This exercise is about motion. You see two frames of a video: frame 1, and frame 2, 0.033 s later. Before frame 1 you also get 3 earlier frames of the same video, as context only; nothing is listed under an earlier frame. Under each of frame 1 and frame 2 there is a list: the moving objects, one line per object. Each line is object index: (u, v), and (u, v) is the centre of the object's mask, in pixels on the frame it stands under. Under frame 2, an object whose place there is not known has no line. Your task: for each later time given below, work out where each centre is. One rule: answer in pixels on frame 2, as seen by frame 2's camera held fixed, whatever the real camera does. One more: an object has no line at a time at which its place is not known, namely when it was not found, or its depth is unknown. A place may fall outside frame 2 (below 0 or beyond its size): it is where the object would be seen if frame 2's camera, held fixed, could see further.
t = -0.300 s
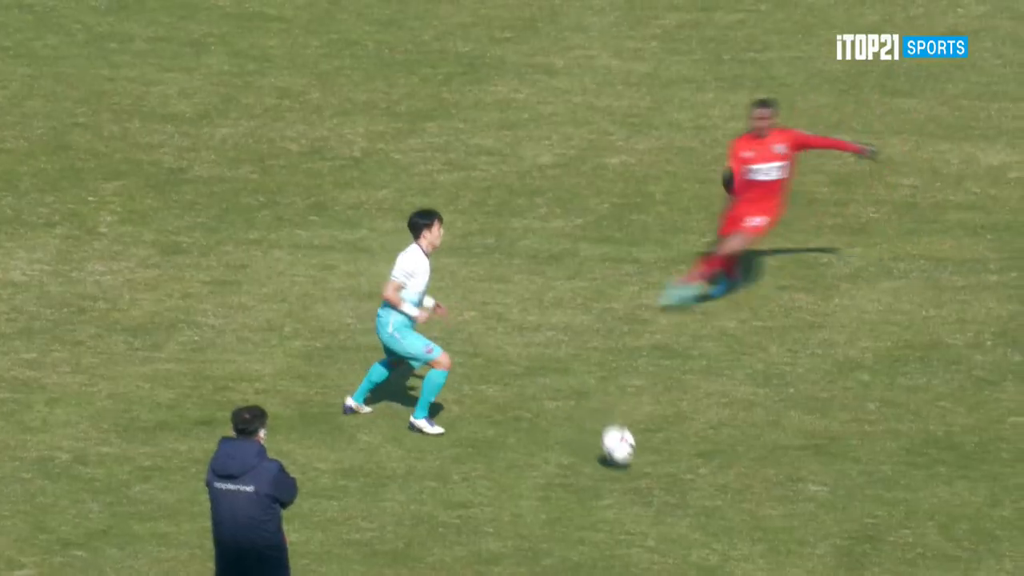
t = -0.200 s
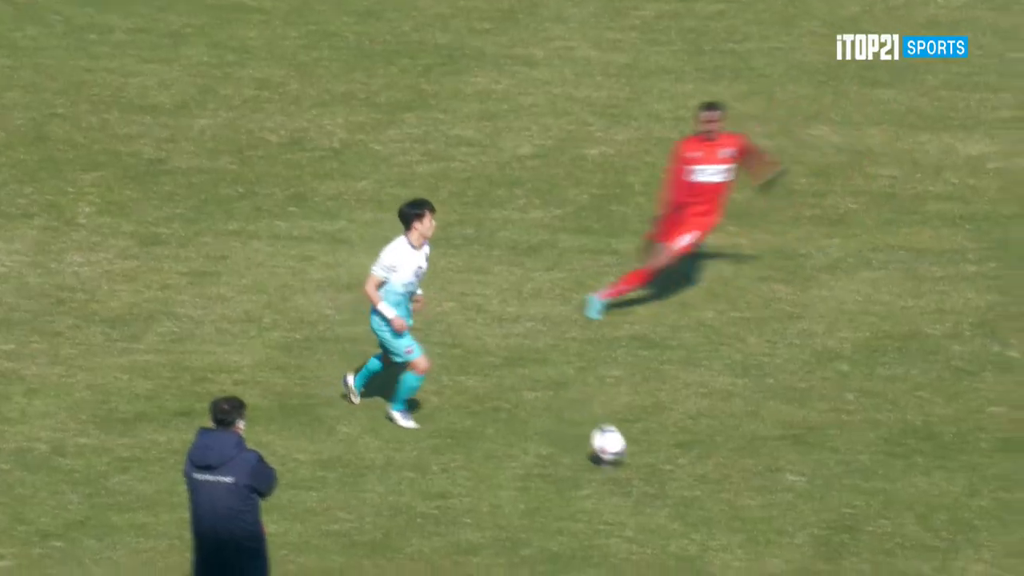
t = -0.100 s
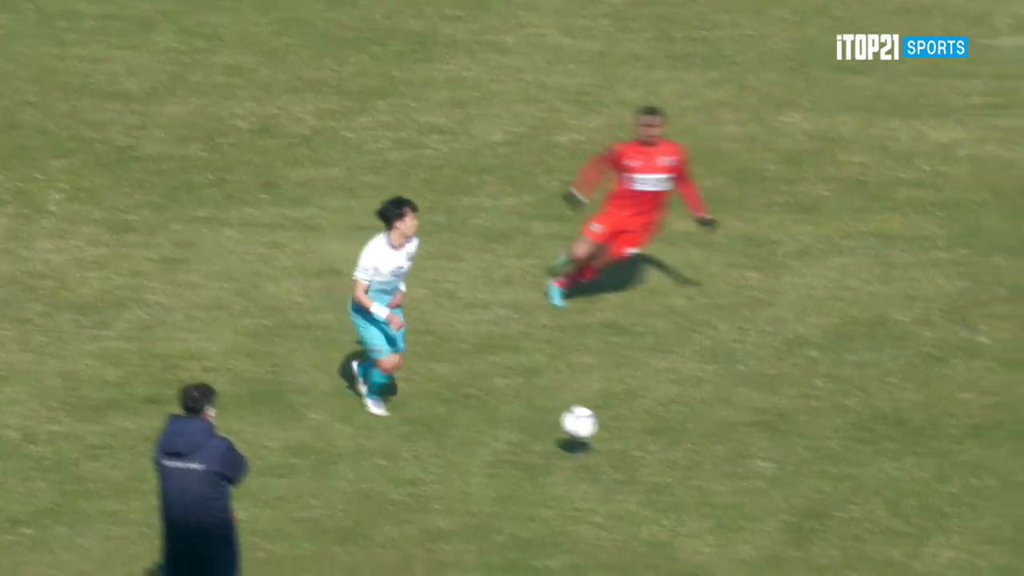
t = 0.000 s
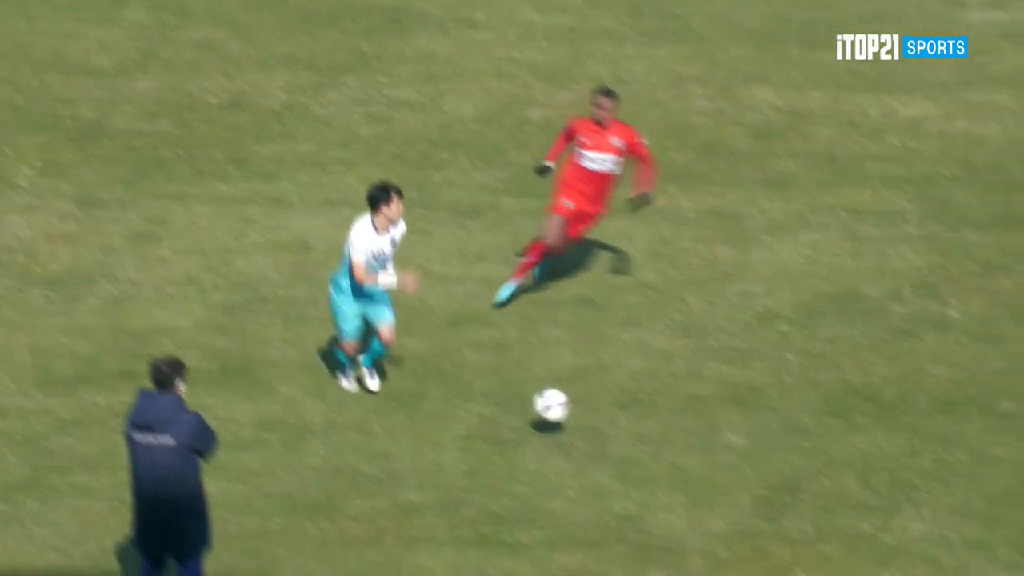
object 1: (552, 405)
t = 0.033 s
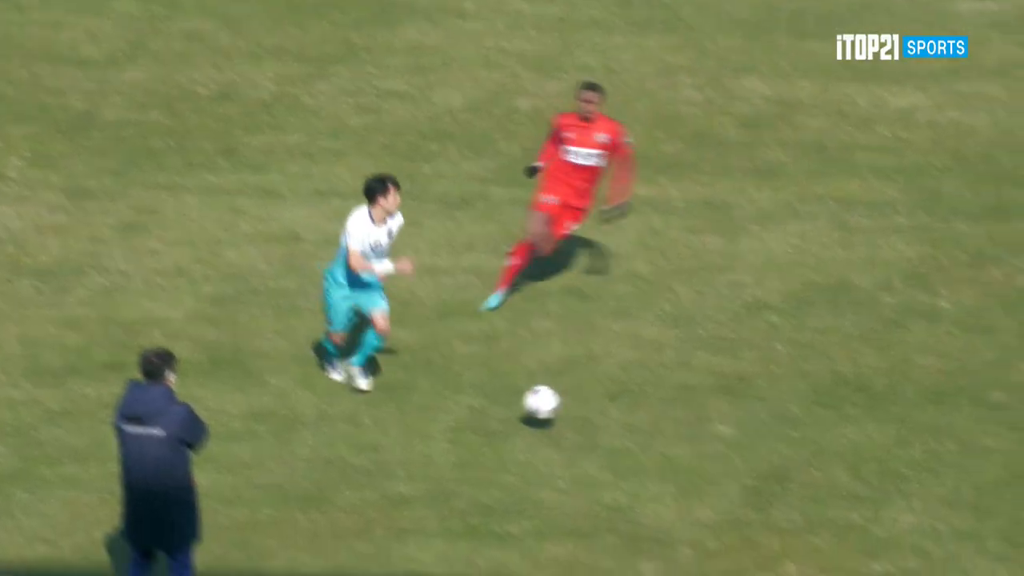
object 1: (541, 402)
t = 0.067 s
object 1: (541, 409)
